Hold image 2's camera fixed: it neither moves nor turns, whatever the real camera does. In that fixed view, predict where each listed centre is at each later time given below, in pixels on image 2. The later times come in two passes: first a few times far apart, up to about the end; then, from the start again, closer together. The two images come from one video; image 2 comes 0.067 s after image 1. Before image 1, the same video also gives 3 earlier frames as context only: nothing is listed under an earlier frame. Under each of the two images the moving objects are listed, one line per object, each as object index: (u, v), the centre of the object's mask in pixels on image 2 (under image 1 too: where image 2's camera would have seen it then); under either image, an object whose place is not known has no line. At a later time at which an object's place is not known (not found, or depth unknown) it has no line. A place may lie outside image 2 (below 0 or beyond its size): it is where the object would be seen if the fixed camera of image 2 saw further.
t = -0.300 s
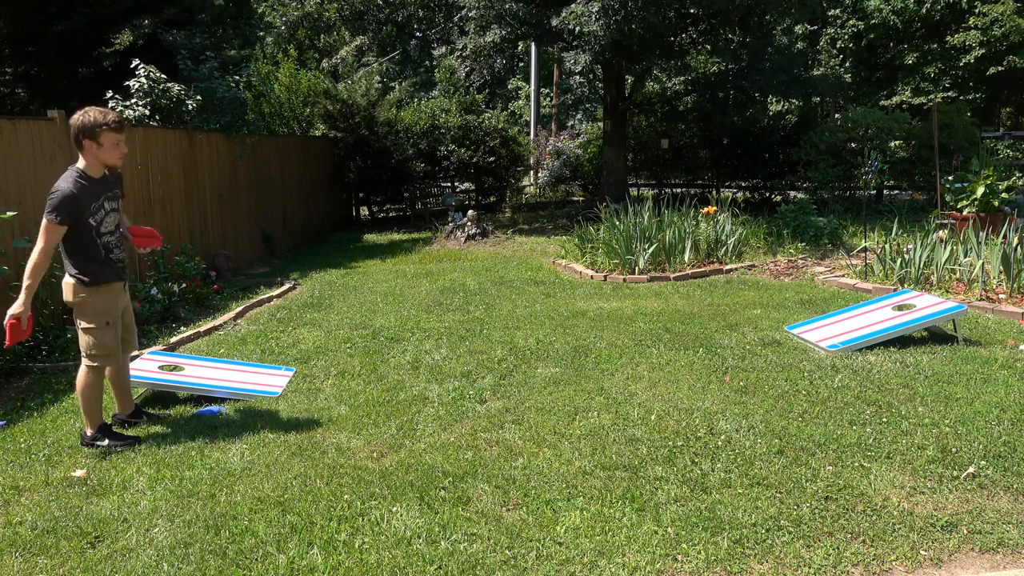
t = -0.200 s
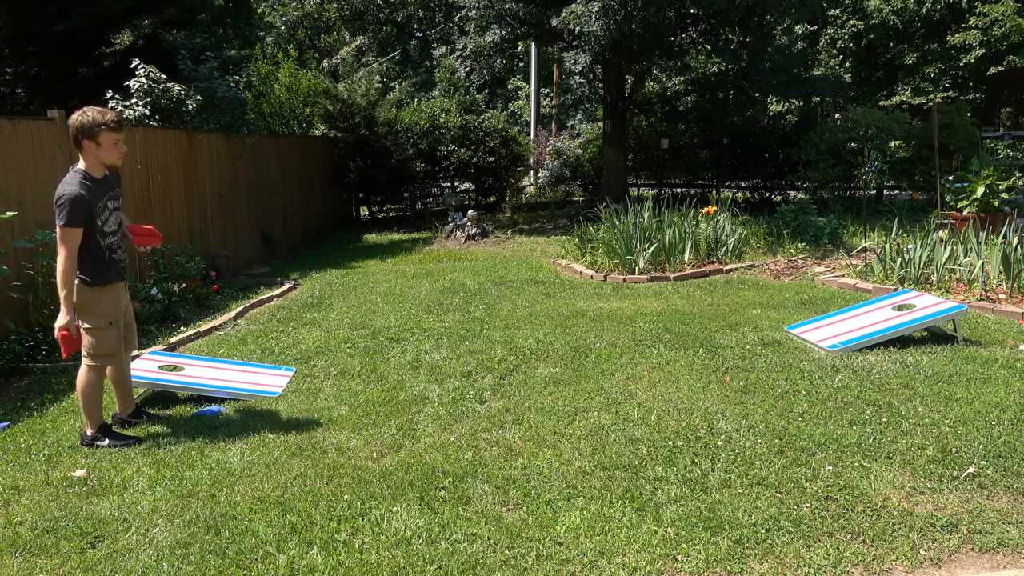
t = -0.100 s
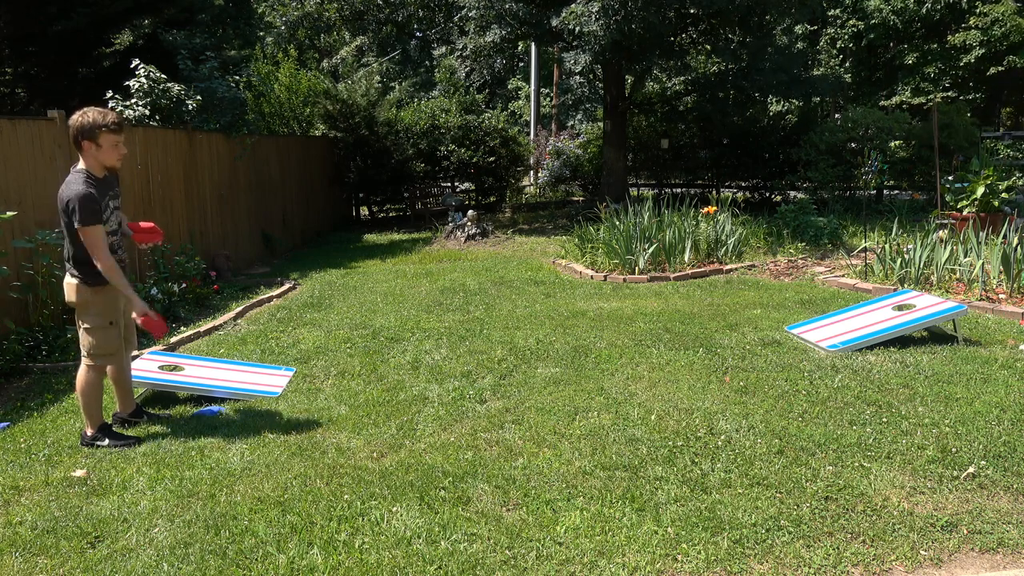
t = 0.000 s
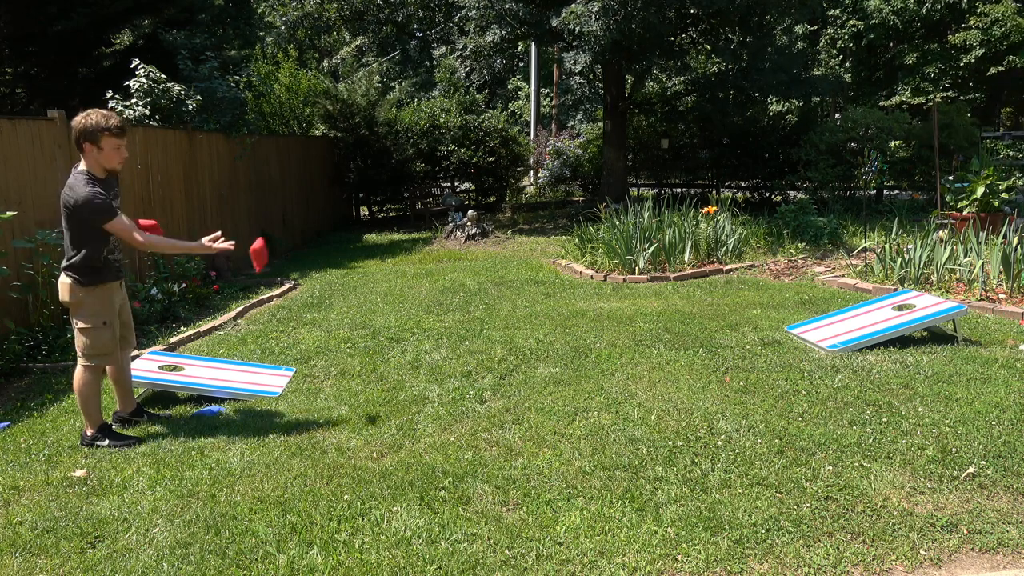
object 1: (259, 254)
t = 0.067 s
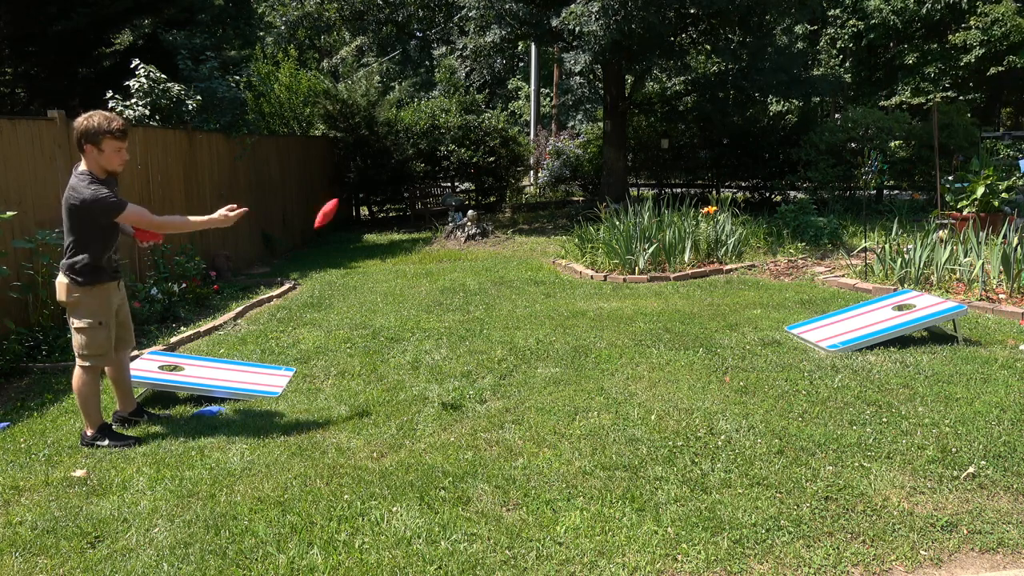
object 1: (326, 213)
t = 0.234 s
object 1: (485, 153)
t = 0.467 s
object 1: (680, 165)
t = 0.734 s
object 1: (851, 286)
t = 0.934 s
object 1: (879, 294)
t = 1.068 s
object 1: (880, 293)
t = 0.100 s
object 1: (359, 196)
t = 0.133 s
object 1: (392, 181)
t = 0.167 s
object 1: (423, 170)
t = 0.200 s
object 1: (455, 160)
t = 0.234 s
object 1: (485, 153)
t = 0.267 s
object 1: (516, 148)
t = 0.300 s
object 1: (544, 146)
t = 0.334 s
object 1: (573, 146)
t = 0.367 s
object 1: (602, 147)
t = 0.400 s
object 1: (628, 151)
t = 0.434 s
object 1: (654, 158)
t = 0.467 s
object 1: (680, 165)
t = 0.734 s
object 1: (851, 286)
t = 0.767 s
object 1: (869, 307)
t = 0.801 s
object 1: (874, 306)
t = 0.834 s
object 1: (877, 303)
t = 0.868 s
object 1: (878, 298)
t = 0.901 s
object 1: (878, 295)
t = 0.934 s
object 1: (879, 294)
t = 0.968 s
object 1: (880, 293)
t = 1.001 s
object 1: (880, 292)
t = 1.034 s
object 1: (880, 291)
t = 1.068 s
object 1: (880, 293)
